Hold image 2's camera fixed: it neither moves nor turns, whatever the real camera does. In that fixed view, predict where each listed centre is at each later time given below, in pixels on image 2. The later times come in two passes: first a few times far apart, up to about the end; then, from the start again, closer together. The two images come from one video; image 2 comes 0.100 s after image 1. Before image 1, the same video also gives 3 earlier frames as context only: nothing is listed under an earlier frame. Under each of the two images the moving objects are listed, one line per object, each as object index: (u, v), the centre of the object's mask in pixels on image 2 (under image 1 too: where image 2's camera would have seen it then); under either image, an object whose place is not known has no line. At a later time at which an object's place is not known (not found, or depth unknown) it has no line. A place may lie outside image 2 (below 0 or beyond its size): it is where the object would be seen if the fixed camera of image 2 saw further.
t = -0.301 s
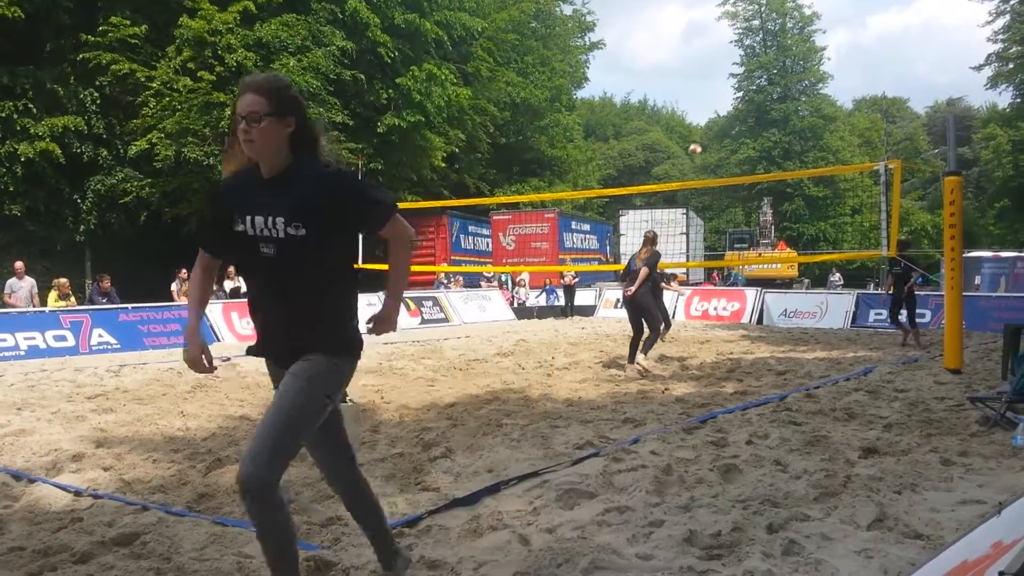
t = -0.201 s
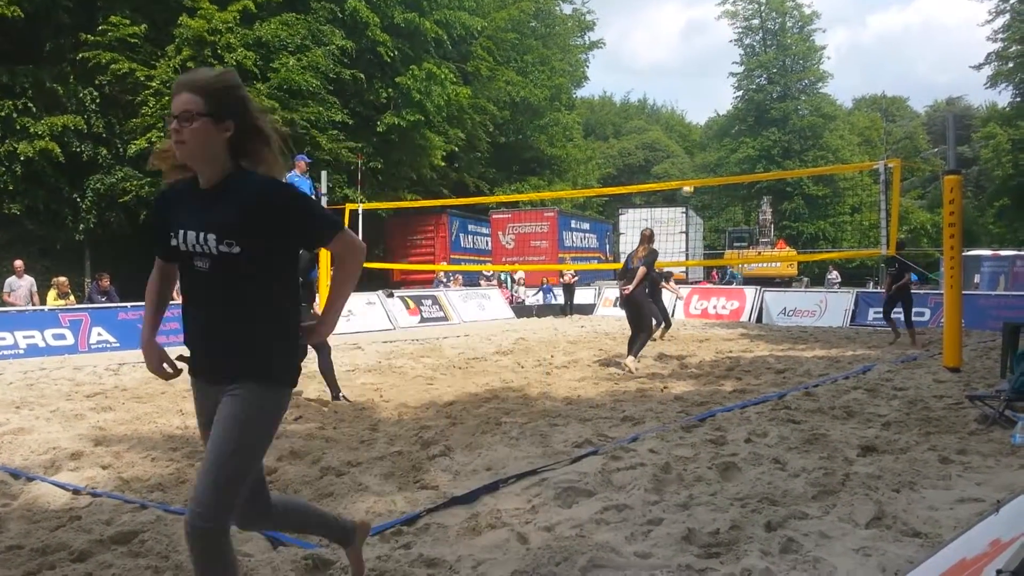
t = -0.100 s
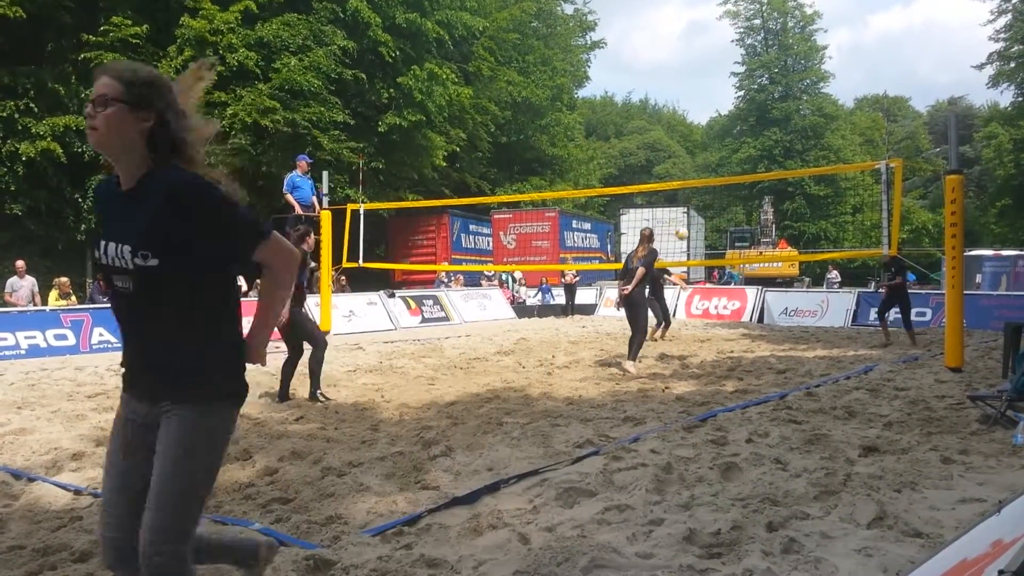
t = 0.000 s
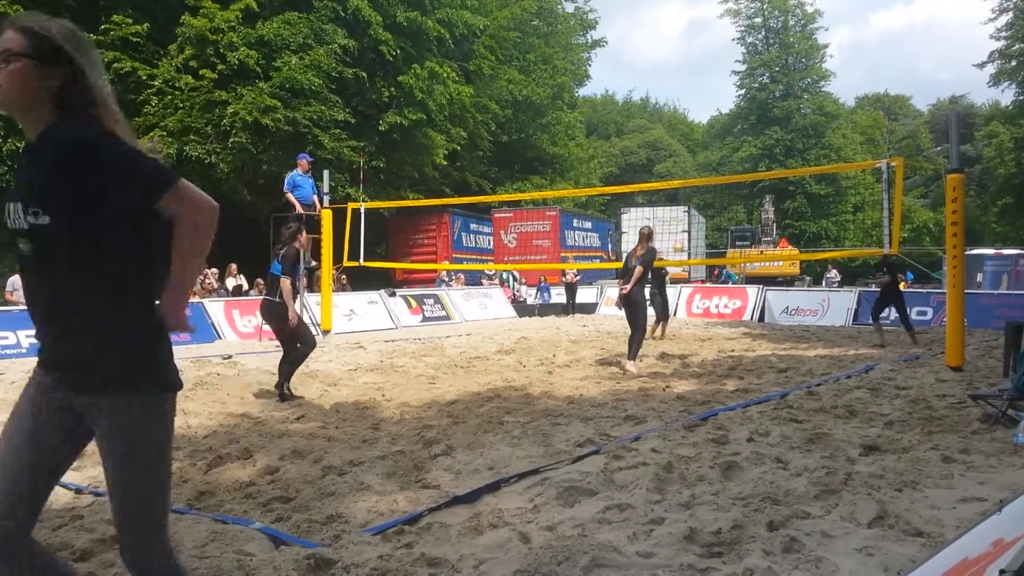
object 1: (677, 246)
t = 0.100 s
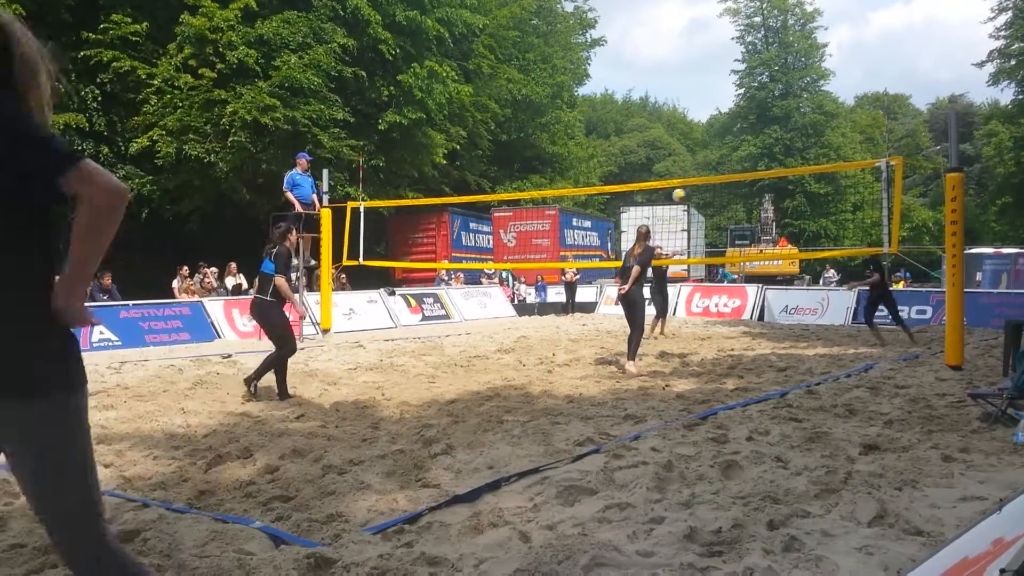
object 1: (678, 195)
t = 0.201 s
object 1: (678, 150)
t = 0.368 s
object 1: (678, 91)
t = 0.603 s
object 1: (678, 34)
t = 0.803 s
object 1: (679, 11)
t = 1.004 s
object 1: (681, 12)
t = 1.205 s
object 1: (684, 38)
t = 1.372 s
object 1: (684, 75)
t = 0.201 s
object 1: (678, 150)
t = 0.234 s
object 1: (679, 137)
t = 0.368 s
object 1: (678, 91)
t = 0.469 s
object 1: (678, 63)
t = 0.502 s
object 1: (678, 54)
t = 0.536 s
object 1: (679, 48)
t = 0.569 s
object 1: (679, 41)
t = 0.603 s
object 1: (678, 34)
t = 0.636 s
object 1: (679, 30)
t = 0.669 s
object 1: (679, 25)
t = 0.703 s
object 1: (679, 20)
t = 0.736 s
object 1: (680, 17)
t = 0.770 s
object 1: (679, 13)
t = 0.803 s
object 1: (679, 11)
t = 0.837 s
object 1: (680, 11)
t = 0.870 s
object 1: (680, 11)
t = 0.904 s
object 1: (680, 10)
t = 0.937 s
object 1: (681, 11)
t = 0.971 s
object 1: (681, 11)
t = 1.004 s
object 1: (681, 12)
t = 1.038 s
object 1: (682, 15)
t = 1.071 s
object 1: (682, 18)
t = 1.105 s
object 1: (682, 22)
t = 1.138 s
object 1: (683, 26)
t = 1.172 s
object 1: (683, 31)
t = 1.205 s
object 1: (684, 38)
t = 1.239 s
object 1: (684, 45)
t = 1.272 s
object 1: (684, 50)
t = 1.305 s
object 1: (685, 58)
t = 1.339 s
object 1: (685, 66)
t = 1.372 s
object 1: (684, 75)
